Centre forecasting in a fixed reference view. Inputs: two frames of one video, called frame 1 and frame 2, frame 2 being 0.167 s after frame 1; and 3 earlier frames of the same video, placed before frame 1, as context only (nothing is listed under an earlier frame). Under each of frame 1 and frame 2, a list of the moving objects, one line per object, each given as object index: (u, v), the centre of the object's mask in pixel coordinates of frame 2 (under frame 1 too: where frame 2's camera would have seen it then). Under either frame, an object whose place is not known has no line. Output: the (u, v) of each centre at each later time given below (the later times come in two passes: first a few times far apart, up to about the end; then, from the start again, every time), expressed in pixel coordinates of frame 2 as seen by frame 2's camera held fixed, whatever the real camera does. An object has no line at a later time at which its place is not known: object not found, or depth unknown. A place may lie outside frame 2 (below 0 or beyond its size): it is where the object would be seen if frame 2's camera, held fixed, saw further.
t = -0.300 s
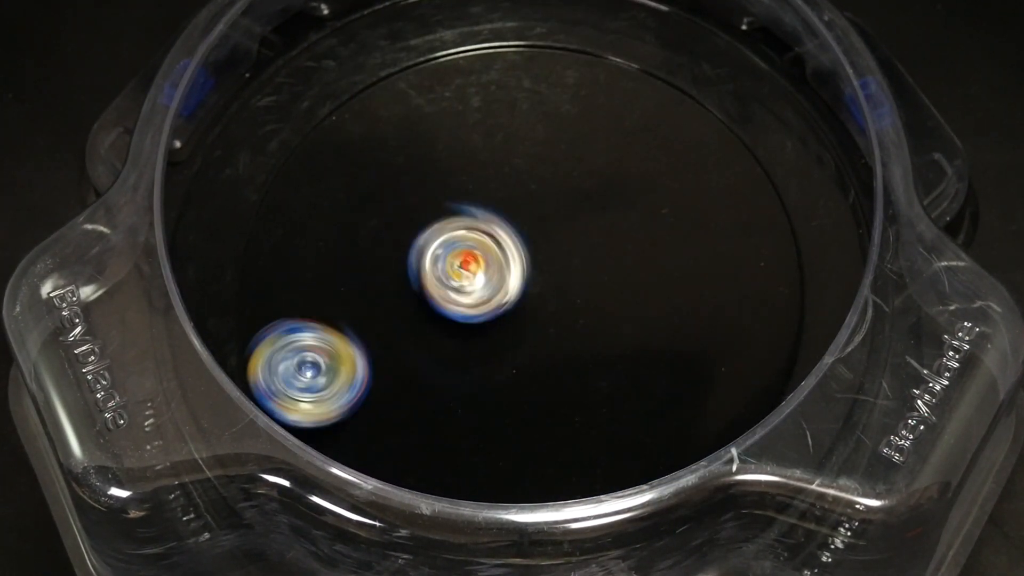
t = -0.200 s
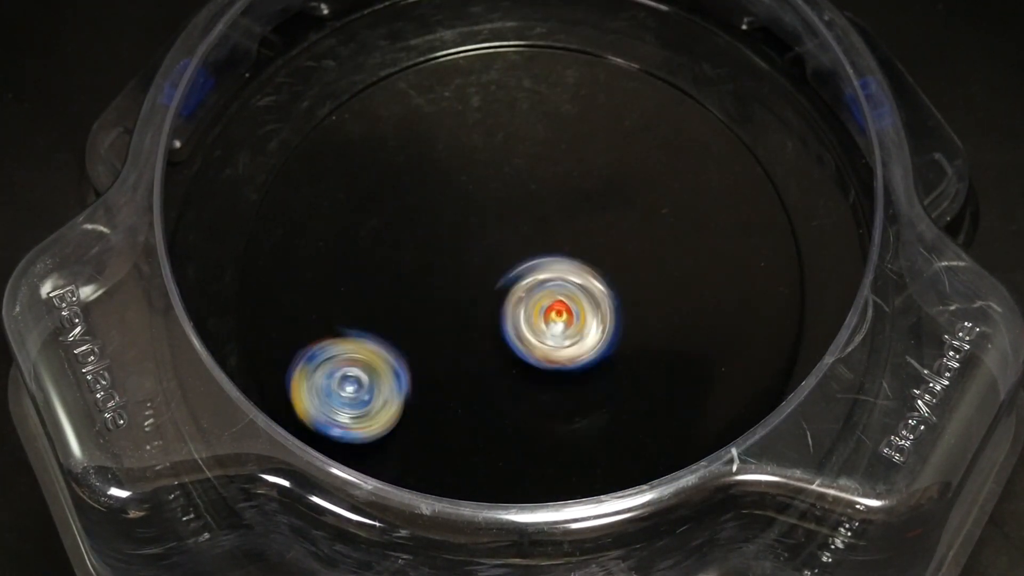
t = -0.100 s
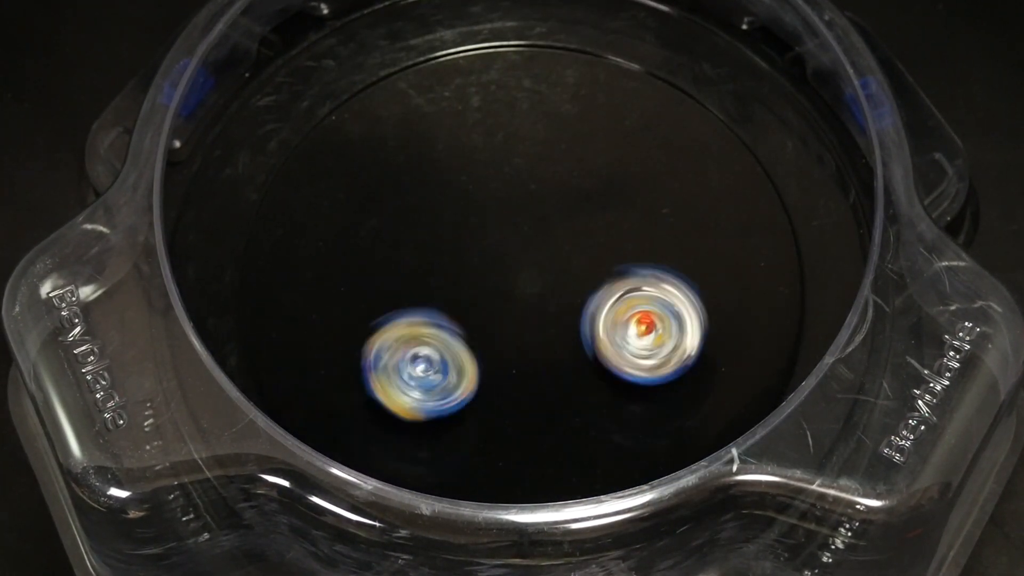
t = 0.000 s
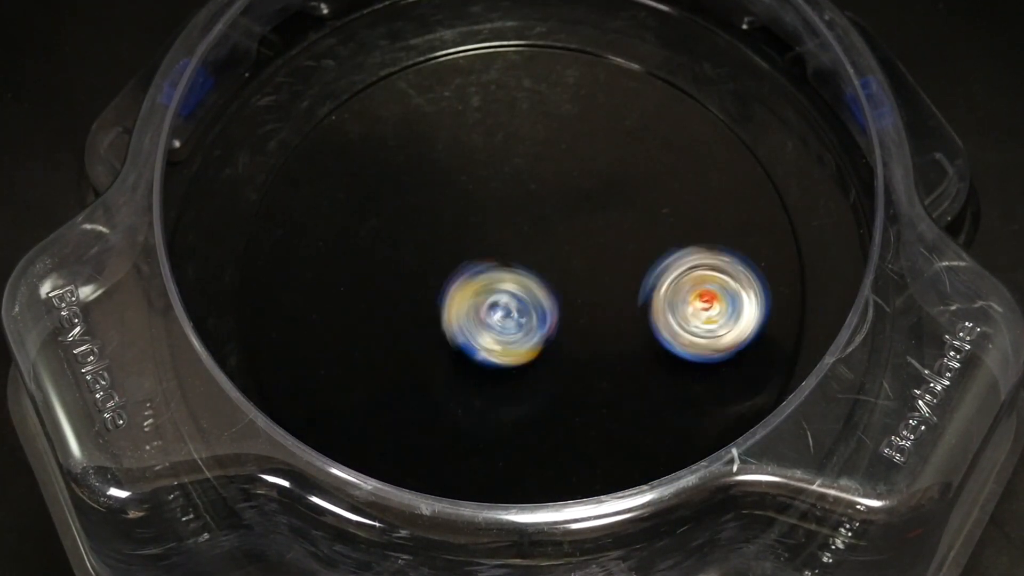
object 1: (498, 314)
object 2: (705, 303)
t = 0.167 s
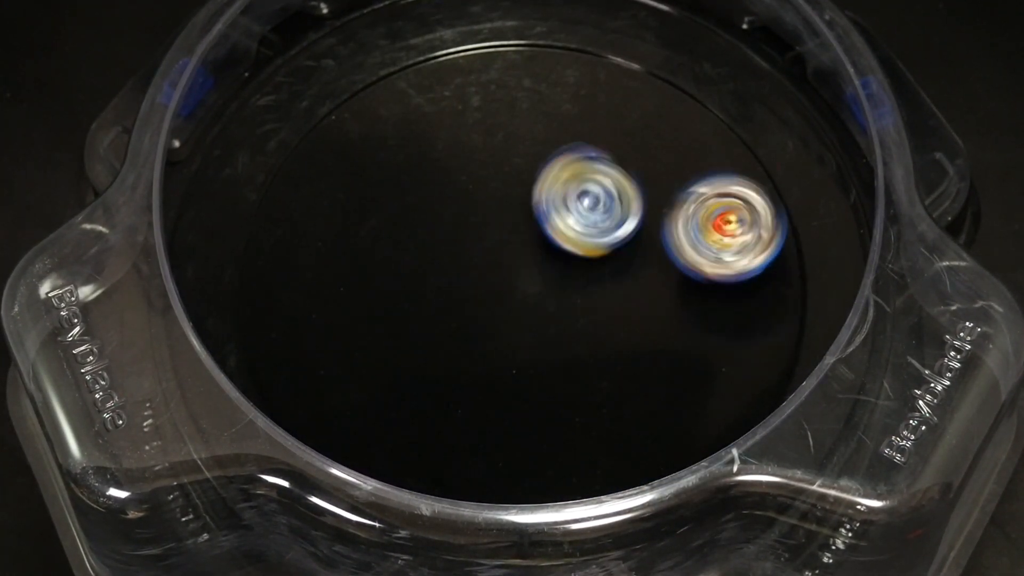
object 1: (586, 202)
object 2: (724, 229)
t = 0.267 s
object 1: (577, 134)
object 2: (698, 207)
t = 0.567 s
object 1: (382, 89)
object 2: (588, 312)
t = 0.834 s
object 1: (418, 230)
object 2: (522, 389)
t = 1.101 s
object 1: (500, 273)
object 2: (588, 417)
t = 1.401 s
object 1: (586, 137)
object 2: (586, 339)
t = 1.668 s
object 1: (549, 159)
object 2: (521, 261)
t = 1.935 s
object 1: (549, 222)
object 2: (406, 293)
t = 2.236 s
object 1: (592, 313)
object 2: (444, 225)
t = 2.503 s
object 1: (580, 321)
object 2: (565, 214)
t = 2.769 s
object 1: (485, 314)
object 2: (612, 245)
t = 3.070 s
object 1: (467, 293)
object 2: (568, 279)
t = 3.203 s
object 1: (466, 287)
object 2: (569, 279)
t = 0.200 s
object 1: (594, 182)
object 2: (713, 213)
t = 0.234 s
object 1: (598, 165)
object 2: (697, 198)
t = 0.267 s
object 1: (577, 134)
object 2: (698, 207)
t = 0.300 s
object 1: (550, 87)
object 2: (701, 224)
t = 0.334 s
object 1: (519, 48)
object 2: (699, 240)
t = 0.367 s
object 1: (488, 40)
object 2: (694, 254)
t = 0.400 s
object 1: (463, 37)
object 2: (683, 268)
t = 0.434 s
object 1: (438, 37)
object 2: (669, 280)
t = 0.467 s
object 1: (416, 42)
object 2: (651, 291)
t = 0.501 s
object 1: (399, 49)
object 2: (632, 301)
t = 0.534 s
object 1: (389, 65)
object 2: (610, 307)
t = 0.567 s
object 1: (382, 89)
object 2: (588, 312)
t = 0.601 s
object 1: (382, 118)
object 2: (567, 314)
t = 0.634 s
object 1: (386, 148)
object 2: (546, 316)
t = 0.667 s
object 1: (394, 180)
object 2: (527, 315)
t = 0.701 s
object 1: (406, 213)
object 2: (509, 315)
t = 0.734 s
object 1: (420, 242)
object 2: (498, 319)
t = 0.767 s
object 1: (417, 236)
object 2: (501, 346)
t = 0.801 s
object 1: (415, 231)
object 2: (513, 371)
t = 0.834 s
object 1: (418, 230)
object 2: (522, 389)
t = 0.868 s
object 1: (424, 231)
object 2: (529, 404)
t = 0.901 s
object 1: (432, 233)
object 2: (540, 417)
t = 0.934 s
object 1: (441, 238)
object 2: (549, 426)
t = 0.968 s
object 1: (453, 244)
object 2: (556, 432)
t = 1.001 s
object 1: (464, 250)
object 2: (565, 433)
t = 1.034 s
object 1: (476, 258)
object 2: (574, 432)
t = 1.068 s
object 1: (486, 266)
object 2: (581, 427)
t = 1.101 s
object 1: (500, 273)
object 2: (588, 417)
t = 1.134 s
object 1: (512, 277)
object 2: (594, 404)
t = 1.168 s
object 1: (527, 278)
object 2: (598, 387)
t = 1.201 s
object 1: (539, 278)
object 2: (599, 366)
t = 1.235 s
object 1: (549, 265)
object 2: (600, 352)
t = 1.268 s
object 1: (558, 238)
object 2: (599, 352)
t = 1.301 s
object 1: (569, 204)
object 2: (597, 352)
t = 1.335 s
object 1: (576, 179)
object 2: (594, 350)
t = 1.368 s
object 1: (584, 156)
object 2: (590, 345)
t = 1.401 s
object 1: (586, 137)
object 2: (586, 339)
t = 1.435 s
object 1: (590, 126)
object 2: (582, 332)
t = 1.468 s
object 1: (587, 120)
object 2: (577, 323)
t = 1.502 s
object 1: (583, 117)
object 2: (570, 313)
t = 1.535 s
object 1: (580, 117)
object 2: (563, 301)
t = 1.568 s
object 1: (571, 122)
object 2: (553, 291)
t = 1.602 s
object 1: (564, 130)
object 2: (543, 279)
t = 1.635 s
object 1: (557, 144)
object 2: (532, 269)
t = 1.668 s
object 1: (549, 159)
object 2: (521, 261)
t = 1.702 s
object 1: (548, 166)
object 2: (501, 264)
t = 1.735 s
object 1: (553, 170)
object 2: (479, 271)
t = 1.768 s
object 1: (558, 173)
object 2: (457, 282)
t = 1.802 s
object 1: (564, 177)
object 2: (439, 290)
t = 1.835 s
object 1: (566, 186)
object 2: (424, 294)
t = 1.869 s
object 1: (563, 199)
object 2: (416, 294)
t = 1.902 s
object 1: (556, 212)
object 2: (408, 295)
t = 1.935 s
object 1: (549, 222)
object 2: (406, 293)
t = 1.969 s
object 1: (545, 232)
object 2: (409, 289)
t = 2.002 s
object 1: (536, 242)
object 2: (412, 283)
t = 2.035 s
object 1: (528, 250)
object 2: (422, 278)
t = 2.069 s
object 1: (541, 261)
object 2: (421, 274)
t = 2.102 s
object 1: (557, 282)
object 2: (418, 262)
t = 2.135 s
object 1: (564, 297)
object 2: (419, 247)
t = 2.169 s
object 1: (573, 303)
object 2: (426, 238)
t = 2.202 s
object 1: (582, 308)
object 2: (435, 234)
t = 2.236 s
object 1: (592, 313)
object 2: (444, 225)
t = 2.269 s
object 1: (599, 315)
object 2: (461, 216)
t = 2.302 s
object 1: (604, 313)
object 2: (479, 213)
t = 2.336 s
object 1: (610, 314)
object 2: (494, 214)
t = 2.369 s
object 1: (609, 316)
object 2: (510, 216)
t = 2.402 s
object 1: (601, 314)
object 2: (526, 218)
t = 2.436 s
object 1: (592, 312)
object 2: (543, 217)
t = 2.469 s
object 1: (585, 318)
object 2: (556, 214)
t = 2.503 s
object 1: (580, 321)
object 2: (565, 214)
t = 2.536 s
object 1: (573, 320)
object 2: (569, 212)
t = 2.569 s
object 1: (567, 317)
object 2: (573, 217)
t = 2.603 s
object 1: (562, 312)
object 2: (573, 220)
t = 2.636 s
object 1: (546, 314)
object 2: (582, 225)
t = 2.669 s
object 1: (527, 316)
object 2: (595, 227)
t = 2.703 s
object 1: (509, 317)
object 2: (604, 233)
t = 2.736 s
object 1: (495, 316)
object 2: (610, 238)
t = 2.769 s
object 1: (485, 314)
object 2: (612, 245)
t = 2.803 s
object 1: (479, 311)
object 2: (610, 252)
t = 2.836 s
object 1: (476, 308)
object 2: (606, 258)
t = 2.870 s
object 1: (476, 305)
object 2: (598, 263)
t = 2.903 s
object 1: (477, 303)
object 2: (591, 266)
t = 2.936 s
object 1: (479, 301)
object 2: (584, 269)
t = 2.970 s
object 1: (480, 300)
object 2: (576, 274)
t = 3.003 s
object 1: (475, 298)
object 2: (571, 277)
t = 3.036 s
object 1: (470, 296)
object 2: (569, 278)
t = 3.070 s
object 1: (467, 293)
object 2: (568, 279)
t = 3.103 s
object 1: (465, 291)
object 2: (568, 279)
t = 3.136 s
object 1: (465, 289)
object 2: (569, 279)
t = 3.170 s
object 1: (466, 288)
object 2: (569, 278)
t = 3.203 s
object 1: (466, 287)
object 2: (569, 279)
